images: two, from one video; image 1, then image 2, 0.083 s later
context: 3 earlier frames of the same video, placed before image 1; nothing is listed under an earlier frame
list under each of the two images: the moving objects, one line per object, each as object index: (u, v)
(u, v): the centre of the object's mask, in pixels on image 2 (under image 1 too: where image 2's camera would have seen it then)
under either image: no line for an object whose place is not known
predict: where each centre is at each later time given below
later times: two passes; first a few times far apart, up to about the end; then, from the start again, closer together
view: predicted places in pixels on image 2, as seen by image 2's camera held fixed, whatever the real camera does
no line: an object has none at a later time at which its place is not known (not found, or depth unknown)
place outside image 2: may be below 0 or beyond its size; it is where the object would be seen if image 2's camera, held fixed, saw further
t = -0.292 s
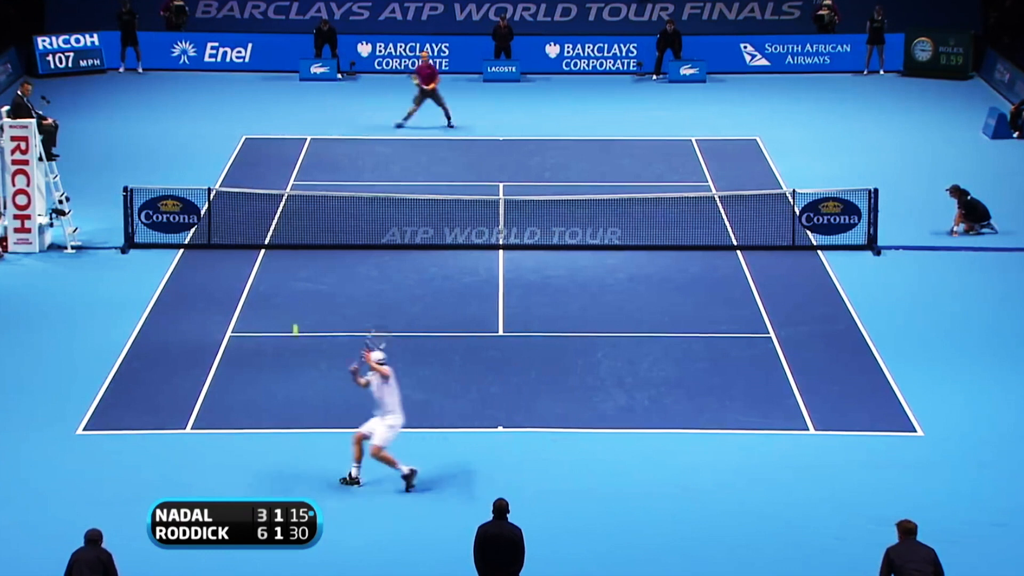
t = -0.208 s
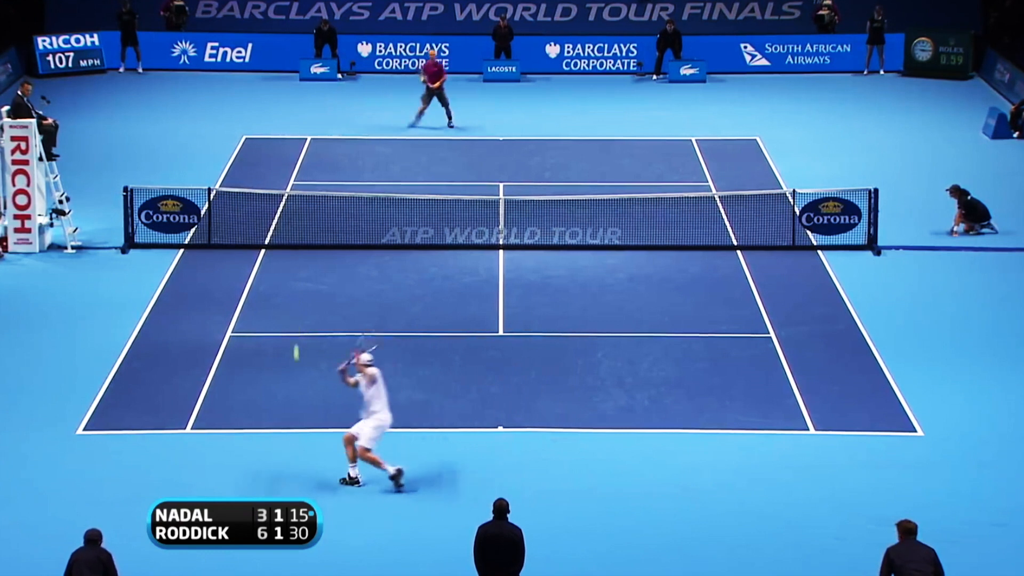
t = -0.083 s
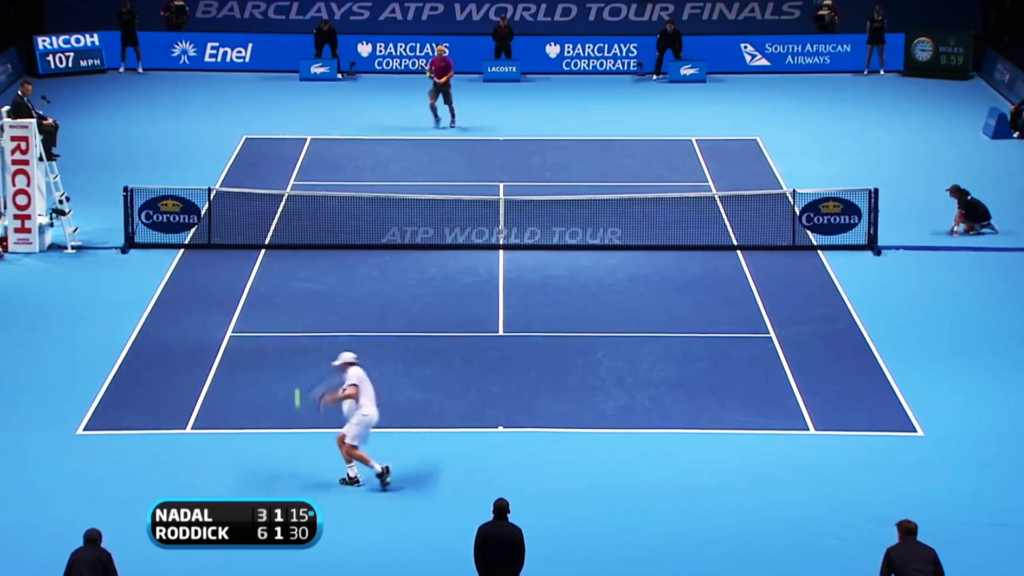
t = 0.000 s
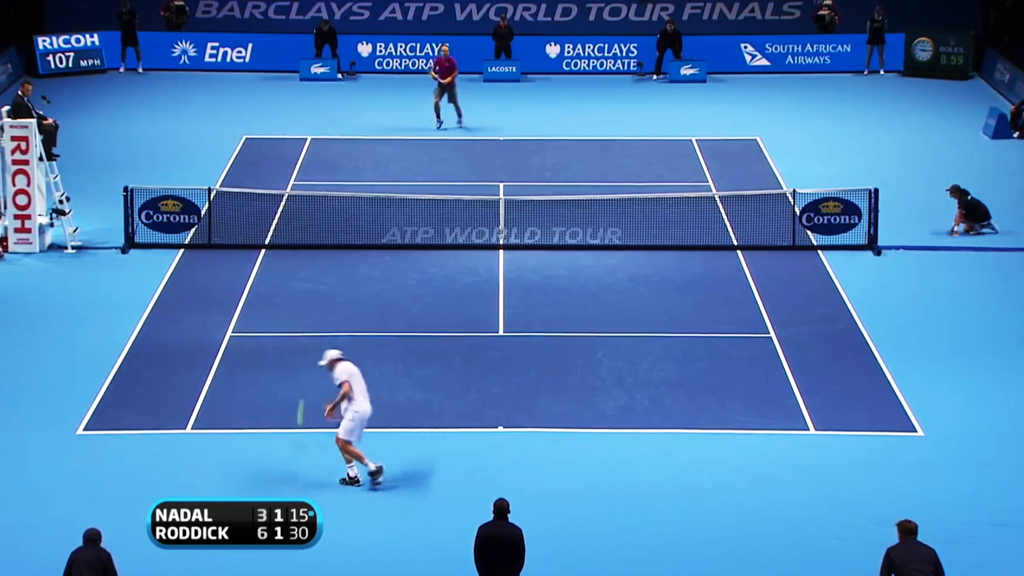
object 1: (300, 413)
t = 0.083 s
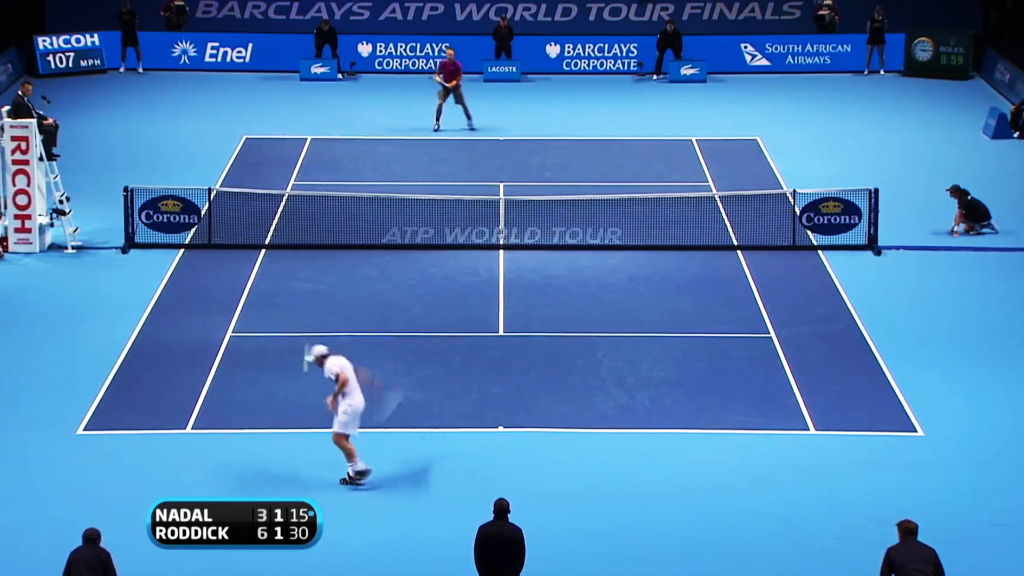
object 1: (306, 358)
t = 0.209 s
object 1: (313, 290)
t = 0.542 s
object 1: (318, 182)
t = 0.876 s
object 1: (315, 146)
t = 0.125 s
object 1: (309, 331)
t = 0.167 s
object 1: (311, 309)
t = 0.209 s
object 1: (313, 290)
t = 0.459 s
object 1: (318, 202)
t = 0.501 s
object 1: (318, 190)
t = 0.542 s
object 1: (318, 182)
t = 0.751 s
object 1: (317, 153)
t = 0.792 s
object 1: (317, 150)
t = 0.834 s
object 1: (316, 148)
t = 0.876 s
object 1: (315, 146)
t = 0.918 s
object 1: (315, 144)
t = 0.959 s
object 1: (314, 144)
